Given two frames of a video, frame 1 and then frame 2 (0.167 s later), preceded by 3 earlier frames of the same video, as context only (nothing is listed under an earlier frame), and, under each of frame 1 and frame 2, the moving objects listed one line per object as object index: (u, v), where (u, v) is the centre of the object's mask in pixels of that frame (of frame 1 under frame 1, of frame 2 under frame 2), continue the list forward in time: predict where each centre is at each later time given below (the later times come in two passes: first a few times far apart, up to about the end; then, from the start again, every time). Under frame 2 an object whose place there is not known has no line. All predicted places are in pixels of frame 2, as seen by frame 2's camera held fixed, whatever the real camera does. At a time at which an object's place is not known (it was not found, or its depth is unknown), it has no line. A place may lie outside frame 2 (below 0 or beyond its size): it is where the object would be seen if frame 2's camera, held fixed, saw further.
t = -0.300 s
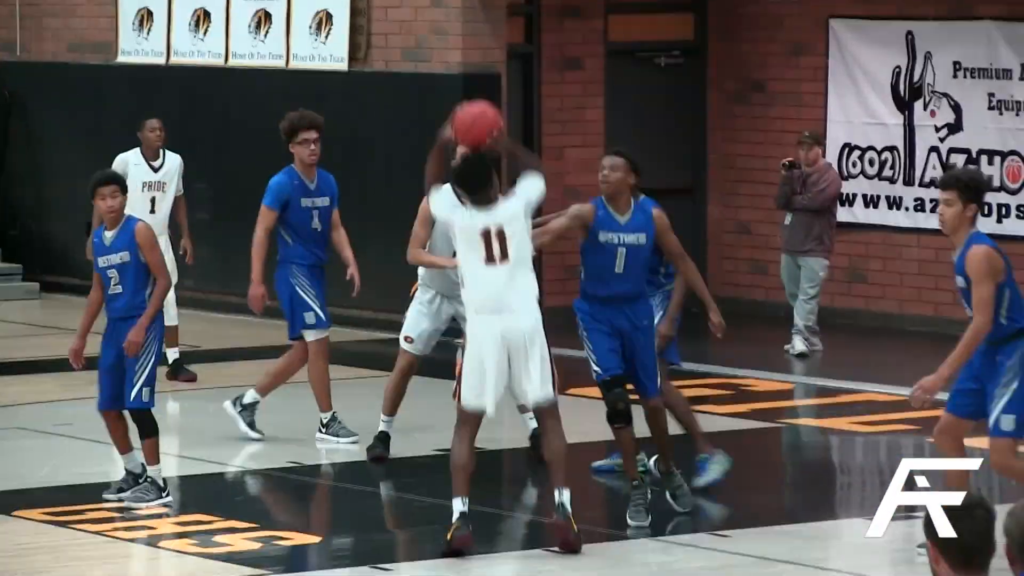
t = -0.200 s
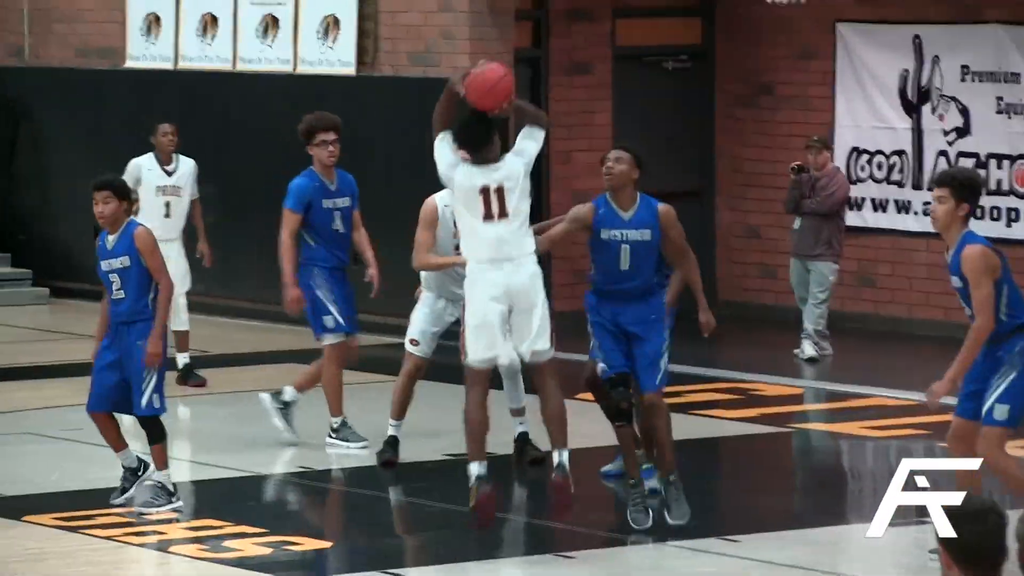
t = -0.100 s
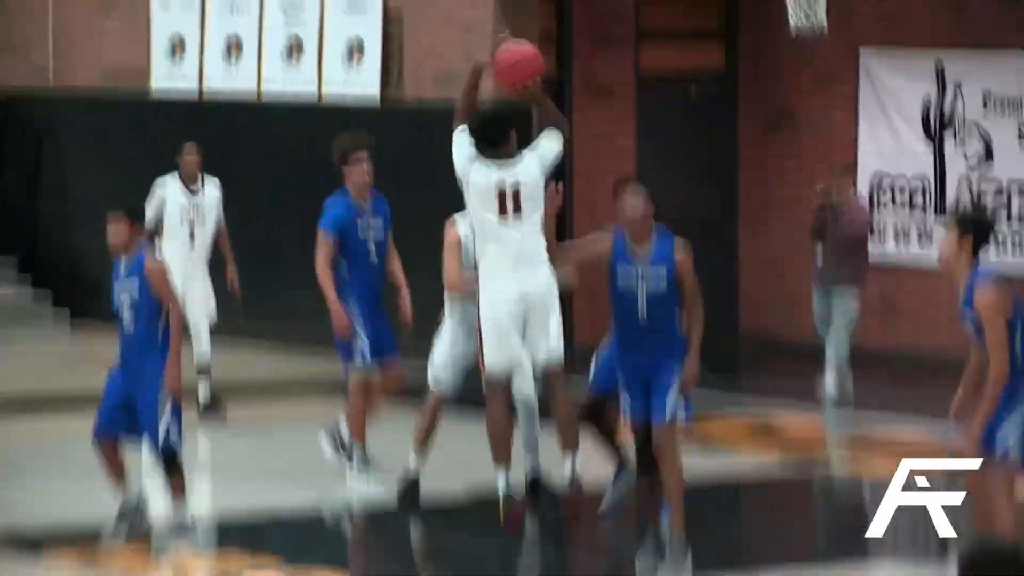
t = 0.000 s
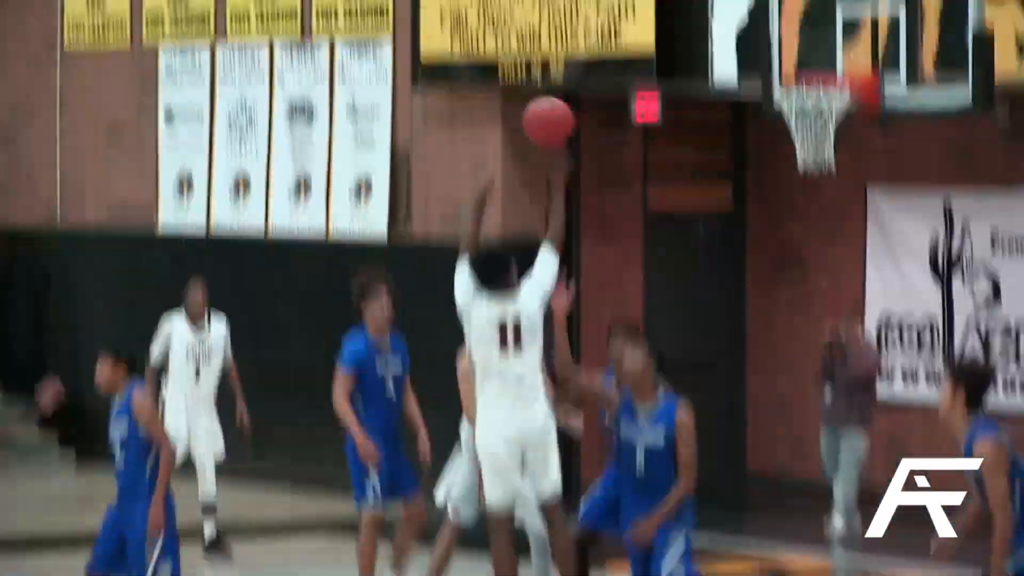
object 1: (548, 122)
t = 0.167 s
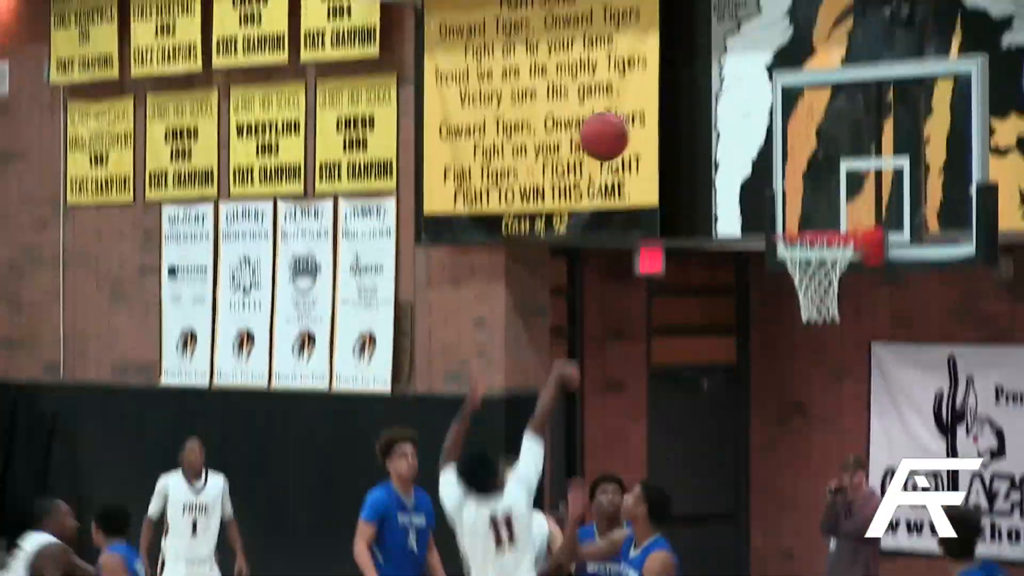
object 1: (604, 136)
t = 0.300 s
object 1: (643, 70)
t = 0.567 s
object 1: (716, 47)
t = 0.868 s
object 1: (790, 172)
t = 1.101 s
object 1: (836, 314)
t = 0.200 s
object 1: (614, 116)
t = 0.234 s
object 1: (624, 98)
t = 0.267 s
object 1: (634, 83)
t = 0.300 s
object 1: (643, 70)
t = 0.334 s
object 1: (653, 59)
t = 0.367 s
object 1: (663, 51)
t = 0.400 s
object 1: (672, 45)
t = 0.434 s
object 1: (681, 41)
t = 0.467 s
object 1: (689, 40)
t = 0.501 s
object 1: (698, 40)
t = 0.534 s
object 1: (707, 43)
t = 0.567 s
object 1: (716, 47)
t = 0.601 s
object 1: (723, 54)
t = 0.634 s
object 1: (732, 61)
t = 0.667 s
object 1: (741, 72)
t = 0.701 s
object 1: (749, 83)
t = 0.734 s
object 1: (758, 98)
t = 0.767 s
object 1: (767, 113)
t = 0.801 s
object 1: (774, 131)
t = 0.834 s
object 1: (782, 151)
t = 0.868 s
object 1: (790, 172)
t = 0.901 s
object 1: (799, 195)
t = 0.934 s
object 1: (807, 218)
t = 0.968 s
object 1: (814, 245)
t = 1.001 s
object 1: (820, 265)
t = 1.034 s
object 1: (823, 288)
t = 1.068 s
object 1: (833, 300)
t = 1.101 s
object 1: (836, 314)
